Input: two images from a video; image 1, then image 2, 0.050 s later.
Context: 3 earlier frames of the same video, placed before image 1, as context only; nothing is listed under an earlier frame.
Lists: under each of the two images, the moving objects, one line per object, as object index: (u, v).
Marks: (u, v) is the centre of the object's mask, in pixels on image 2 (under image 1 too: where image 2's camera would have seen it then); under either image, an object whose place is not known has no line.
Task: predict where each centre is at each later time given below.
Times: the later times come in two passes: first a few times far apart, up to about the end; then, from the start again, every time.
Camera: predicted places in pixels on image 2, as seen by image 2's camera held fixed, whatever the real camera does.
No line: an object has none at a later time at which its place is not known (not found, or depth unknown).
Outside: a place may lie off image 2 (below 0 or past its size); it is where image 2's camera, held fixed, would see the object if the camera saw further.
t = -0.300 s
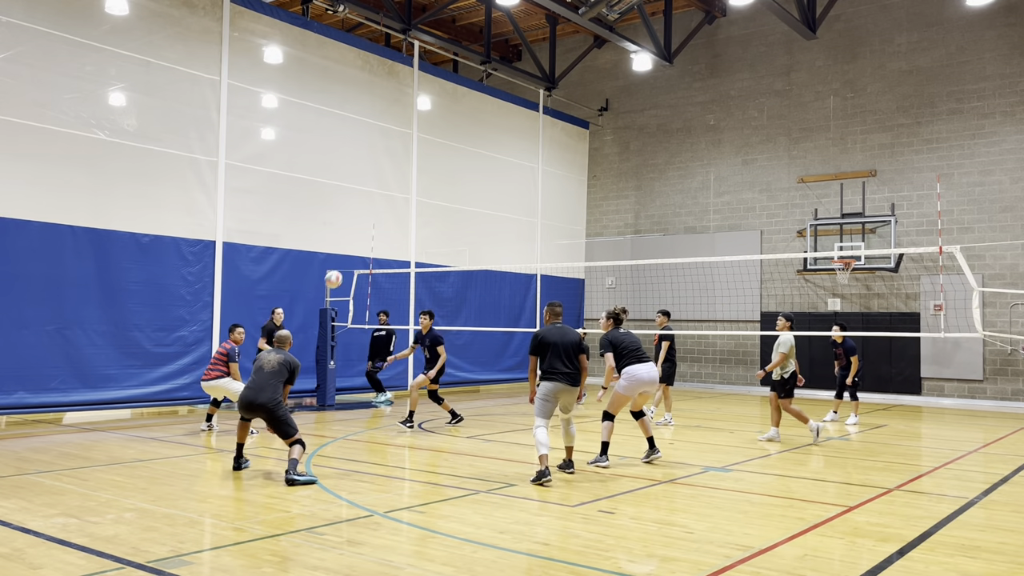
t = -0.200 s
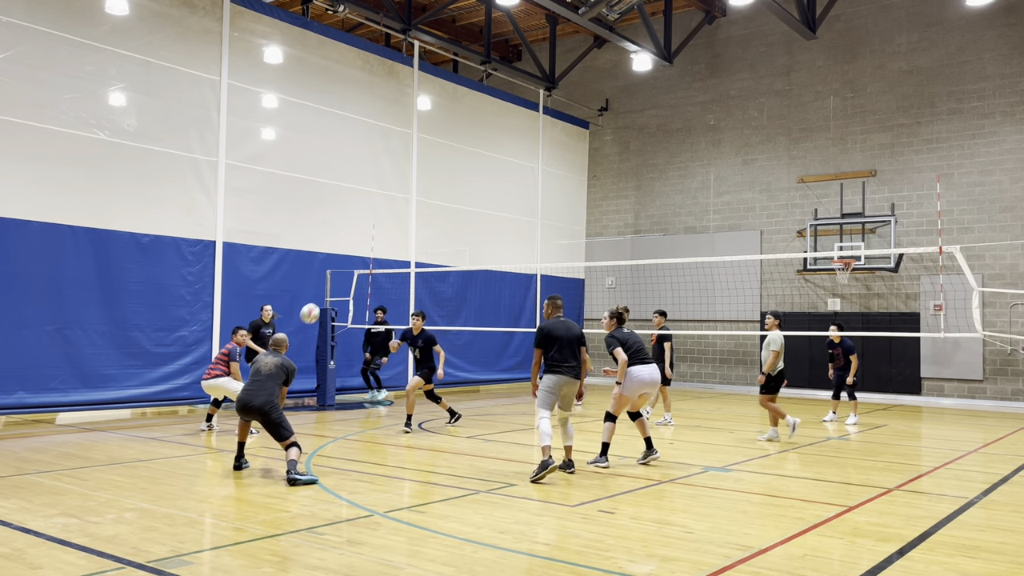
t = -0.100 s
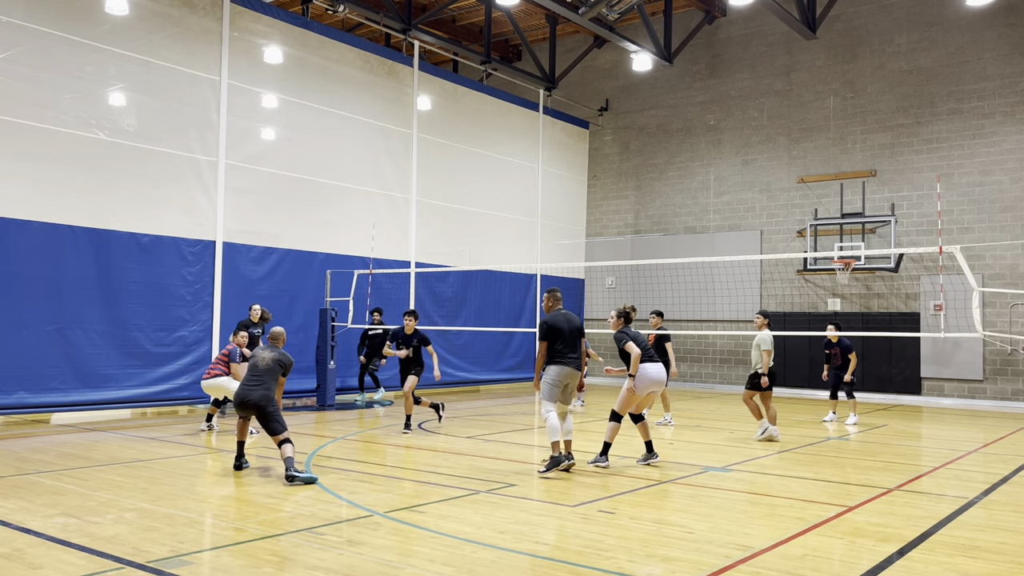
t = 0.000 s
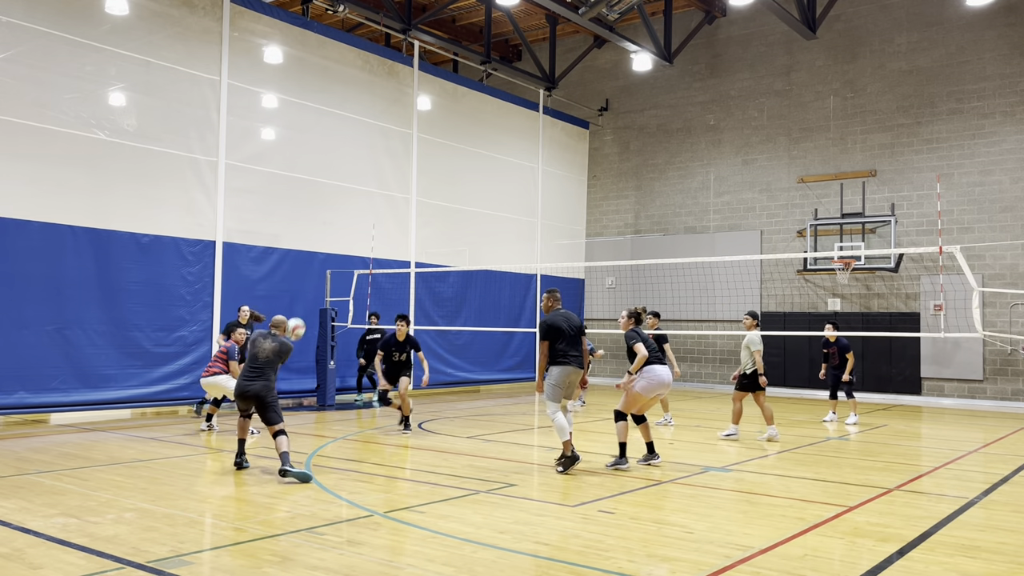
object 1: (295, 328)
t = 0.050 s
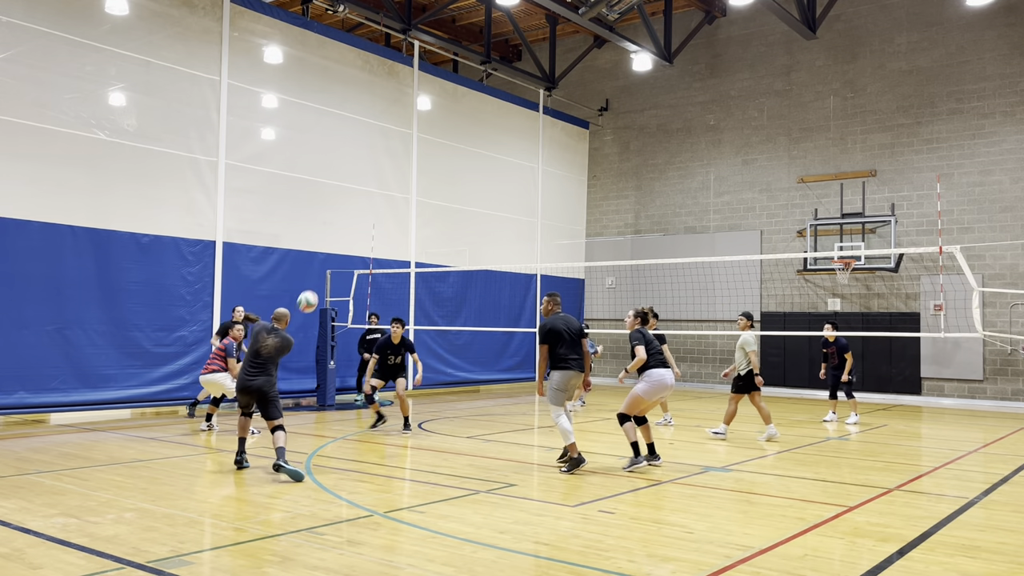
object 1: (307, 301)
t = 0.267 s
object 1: (357, 217)
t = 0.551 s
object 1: (411, 178)
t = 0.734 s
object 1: (440, 188)
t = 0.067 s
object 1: (311, 293)
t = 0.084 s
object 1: (316, 284)
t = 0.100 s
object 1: (320, 276)
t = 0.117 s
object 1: (324, 269)
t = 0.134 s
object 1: (328, 262)
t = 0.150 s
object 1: (331, 255)
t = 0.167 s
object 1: (335, 249)
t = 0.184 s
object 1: (339, 242)
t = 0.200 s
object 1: (343, 237)
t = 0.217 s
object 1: (347, 231)
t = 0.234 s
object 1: (350, 226)
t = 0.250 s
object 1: (354, 221)
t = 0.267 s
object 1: (357, 217)
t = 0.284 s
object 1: (361, 212)
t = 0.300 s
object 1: (364, 208)
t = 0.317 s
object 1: (368, 205)
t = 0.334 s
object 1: (371, 201)
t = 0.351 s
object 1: (374, 198)
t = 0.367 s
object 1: (377, 195)
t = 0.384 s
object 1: (381, 192)
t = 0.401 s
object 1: (384, 190)
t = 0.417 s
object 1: (387, 188)
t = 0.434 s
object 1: (391, 186)
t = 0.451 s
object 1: (393, 184)
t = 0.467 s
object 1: (396, 182)
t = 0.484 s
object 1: (399, 181)
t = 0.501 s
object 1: (402, 180)
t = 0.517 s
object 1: (405, 179)
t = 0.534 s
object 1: (408, 179)
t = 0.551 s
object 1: (411, 178)
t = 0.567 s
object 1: (413, 178)
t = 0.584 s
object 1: (416, 178)
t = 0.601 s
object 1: (419, 178)
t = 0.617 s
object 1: (422, 179)
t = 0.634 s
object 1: (424, 180)
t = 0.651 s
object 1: (427, 180)
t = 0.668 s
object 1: (429, 181)
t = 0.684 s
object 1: (432, 183)
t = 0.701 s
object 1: (435, 184)
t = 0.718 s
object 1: (437, 186)
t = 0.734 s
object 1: (440, 188)
